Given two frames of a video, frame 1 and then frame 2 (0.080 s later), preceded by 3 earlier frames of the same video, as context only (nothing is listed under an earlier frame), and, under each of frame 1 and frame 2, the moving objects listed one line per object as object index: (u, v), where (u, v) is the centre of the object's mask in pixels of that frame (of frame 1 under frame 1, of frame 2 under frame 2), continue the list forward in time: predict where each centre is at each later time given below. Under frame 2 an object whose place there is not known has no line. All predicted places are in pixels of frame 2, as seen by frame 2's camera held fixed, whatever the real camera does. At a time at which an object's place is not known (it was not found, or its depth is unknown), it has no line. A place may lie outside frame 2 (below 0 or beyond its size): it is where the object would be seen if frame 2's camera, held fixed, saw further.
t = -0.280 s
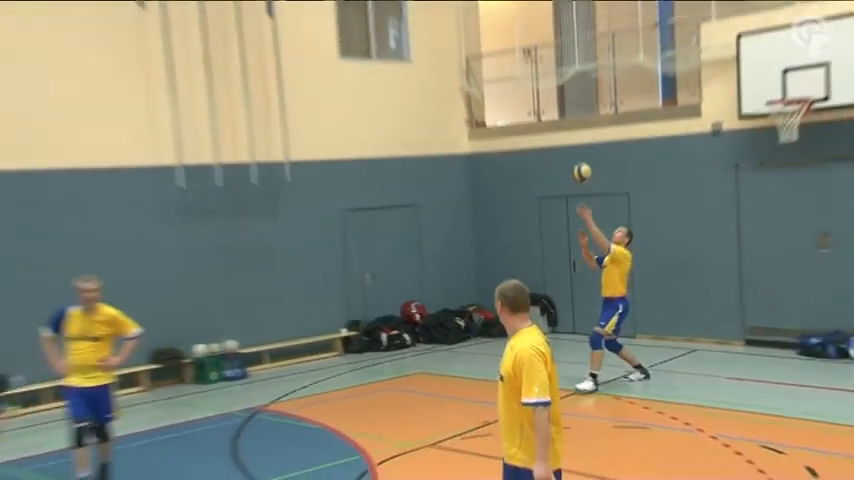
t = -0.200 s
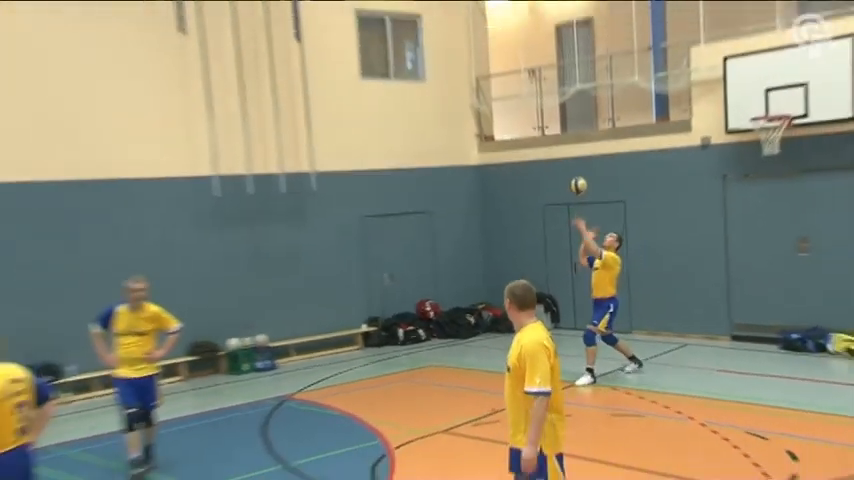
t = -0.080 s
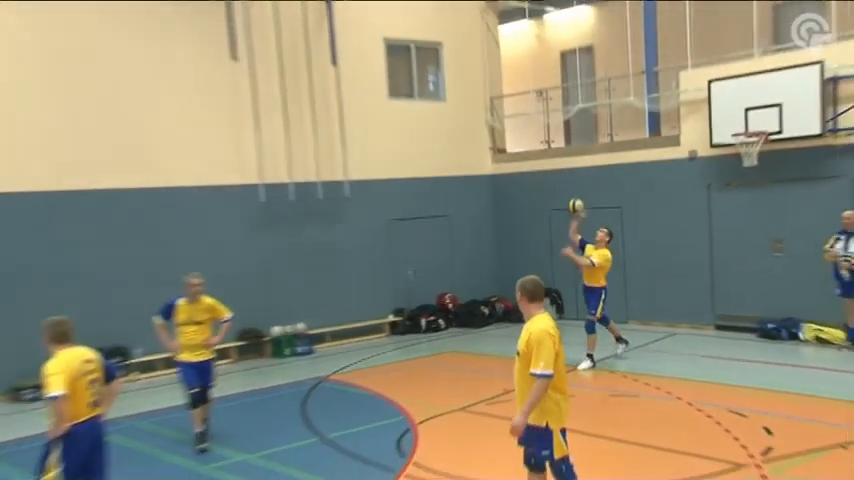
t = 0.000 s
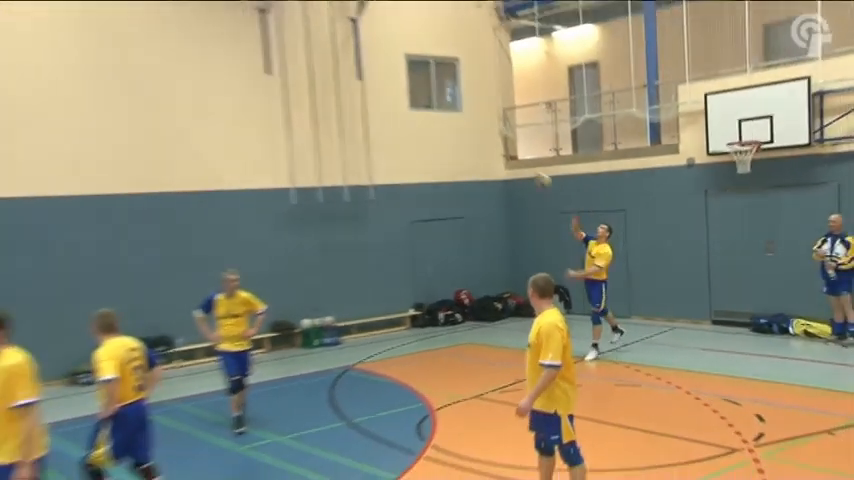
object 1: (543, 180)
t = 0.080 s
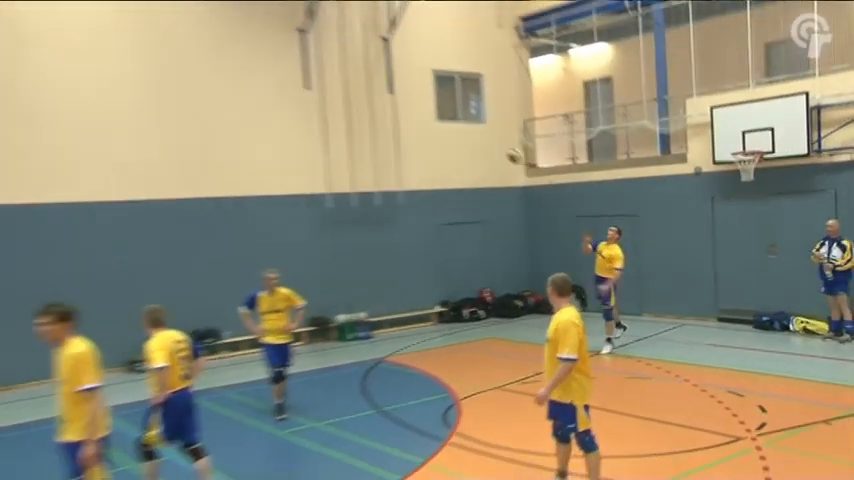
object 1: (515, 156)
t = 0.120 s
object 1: (489, 142)
